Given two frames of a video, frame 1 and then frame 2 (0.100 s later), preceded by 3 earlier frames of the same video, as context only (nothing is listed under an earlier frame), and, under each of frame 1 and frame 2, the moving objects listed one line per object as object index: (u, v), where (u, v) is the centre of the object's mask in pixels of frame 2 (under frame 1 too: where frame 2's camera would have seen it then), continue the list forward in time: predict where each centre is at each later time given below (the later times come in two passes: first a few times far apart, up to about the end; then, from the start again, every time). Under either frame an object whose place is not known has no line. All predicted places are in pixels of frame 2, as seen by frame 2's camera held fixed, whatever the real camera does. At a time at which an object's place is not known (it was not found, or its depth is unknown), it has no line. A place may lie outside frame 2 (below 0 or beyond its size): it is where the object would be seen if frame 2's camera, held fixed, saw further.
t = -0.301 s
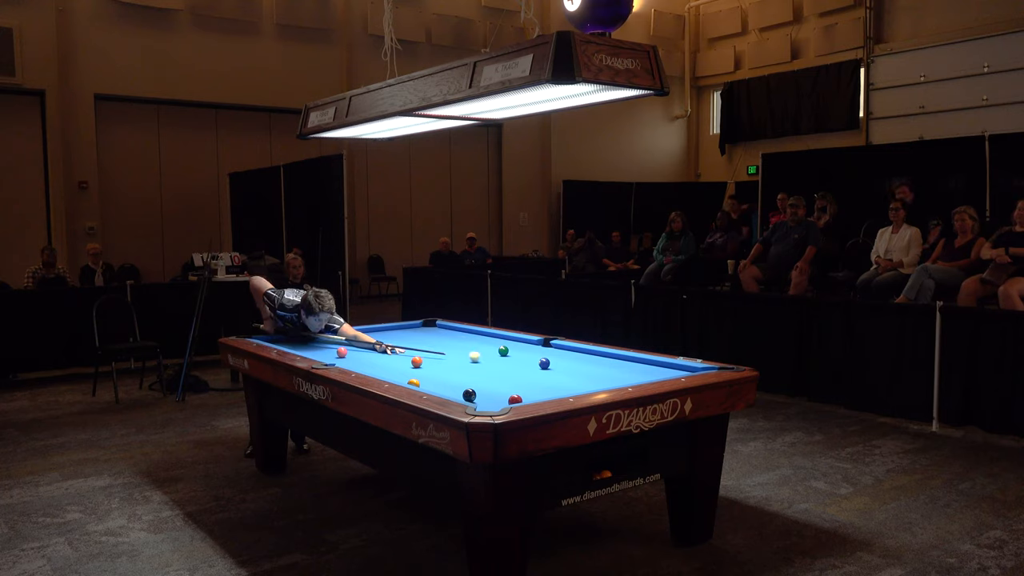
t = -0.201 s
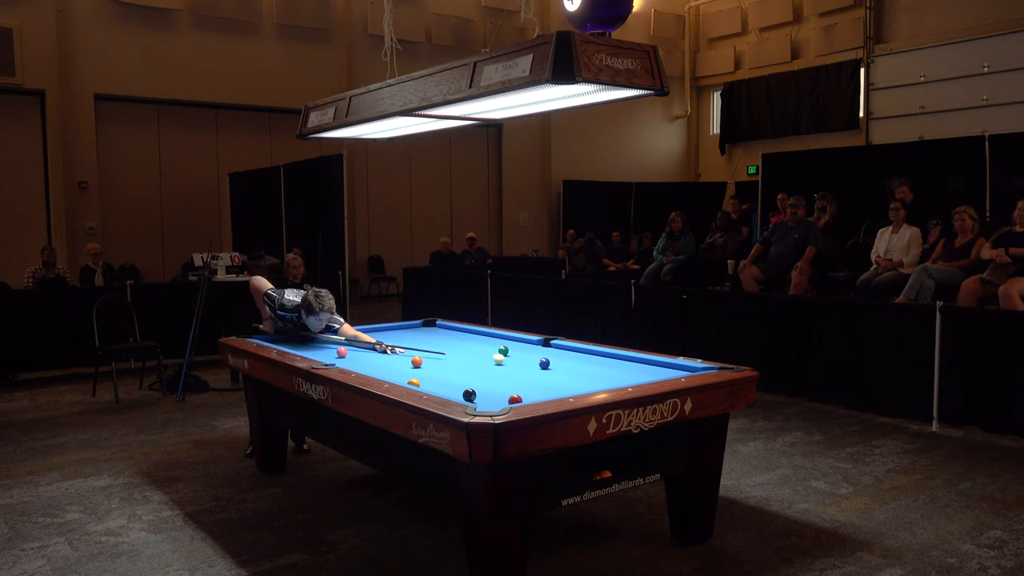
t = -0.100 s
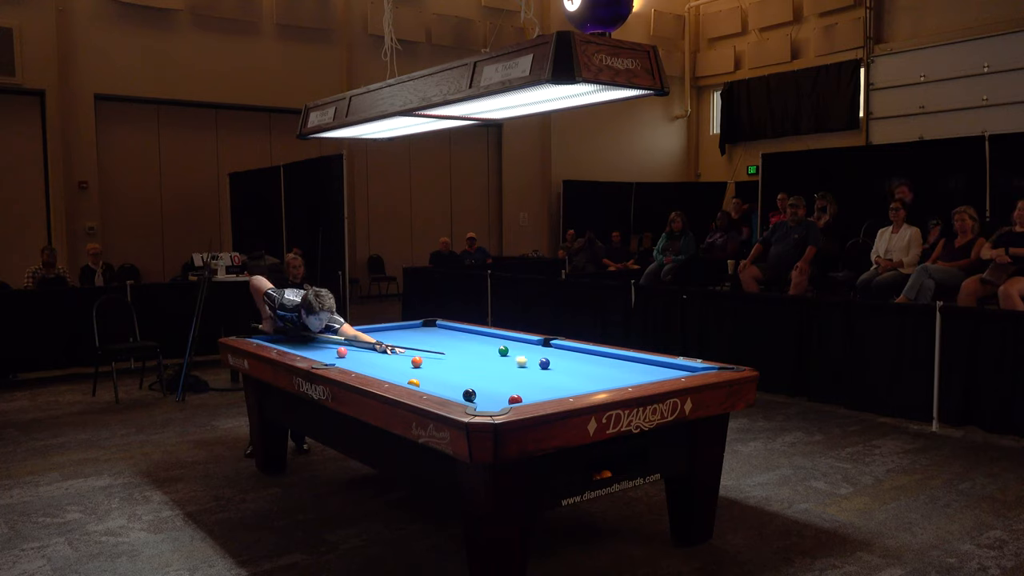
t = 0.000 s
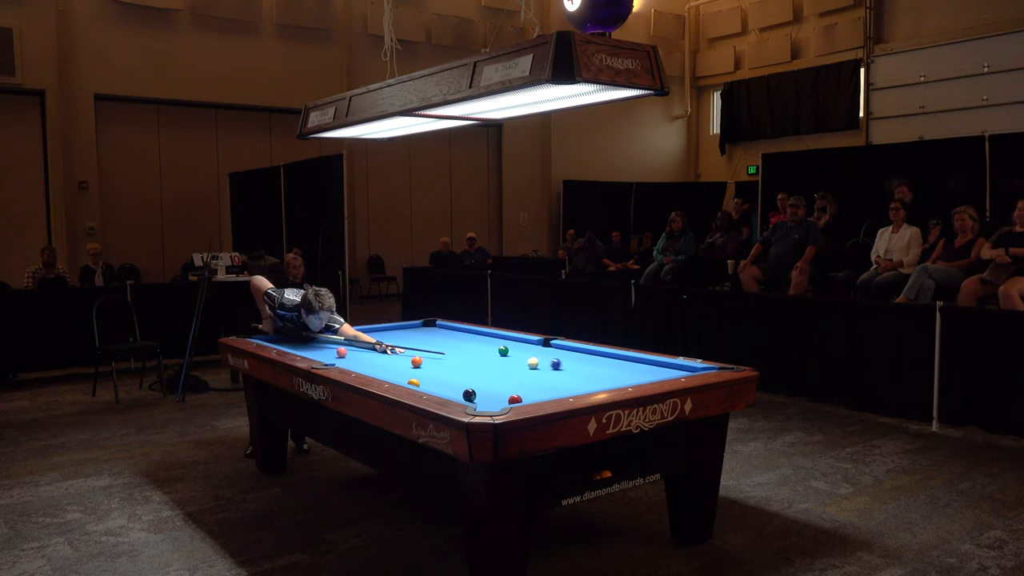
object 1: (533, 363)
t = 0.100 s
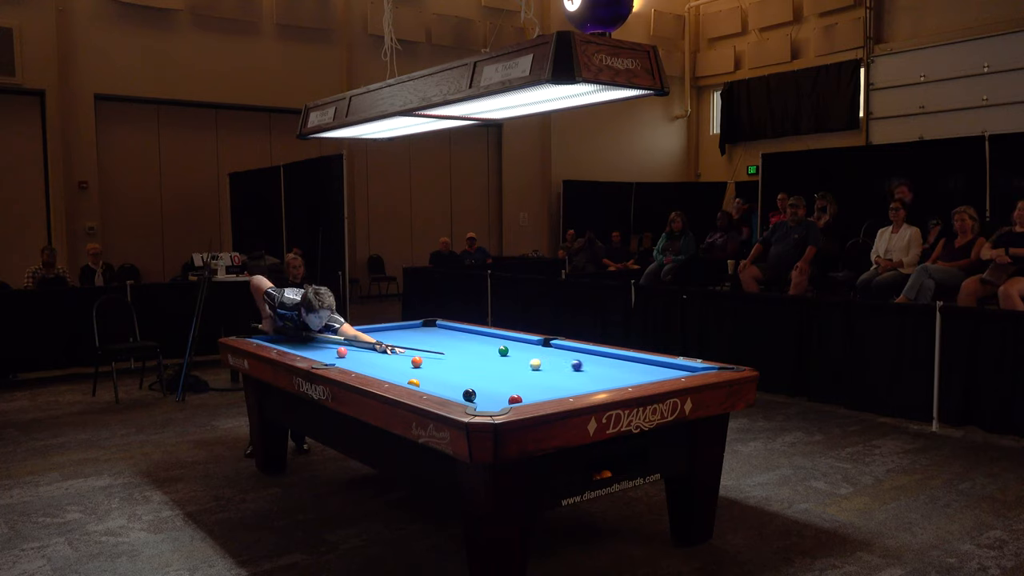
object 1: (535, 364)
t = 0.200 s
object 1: (539, 365)
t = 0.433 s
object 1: (548, 368)
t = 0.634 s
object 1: (556, 370)
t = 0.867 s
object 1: (565, 373)
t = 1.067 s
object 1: (572, 376)
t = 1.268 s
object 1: (580, 378)
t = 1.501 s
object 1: (588, 381)
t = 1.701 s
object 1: (595, 383)
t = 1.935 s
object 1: (602, 384)
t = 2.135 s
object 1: (609, 384)
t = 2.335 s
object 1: (606, 384)
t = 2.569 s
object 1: (600, 384)
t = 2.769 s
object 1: (596, 384)
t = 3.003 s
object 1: (592, 384)
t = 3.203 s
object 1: (588, 384)
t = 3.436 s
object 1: (585, 384)
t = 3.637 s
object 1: (583, 384)
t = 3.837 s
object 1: (582, 384)
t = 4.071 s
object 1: (582, 384)
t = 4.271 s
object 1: (582, 384)
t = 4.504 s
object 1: (582, 384)
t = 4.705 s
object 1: (582, 384)
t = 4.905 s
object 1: (582, 384)
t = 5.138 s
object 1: (582, 384)
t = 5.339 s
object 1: (582, 384)
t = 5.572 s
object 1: (582, 384)
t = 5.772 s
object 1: (582, 384)
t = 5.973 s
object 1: (582, 384)
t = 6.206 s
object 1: (582, 384)
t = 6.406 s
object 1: (582, 384)
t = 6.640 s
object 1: (582, 384)
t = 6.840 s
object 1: (582, 384)
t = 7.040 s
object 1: (582, 384)
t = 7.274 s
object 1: (582, 384)
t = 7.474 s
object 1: (582, 384)
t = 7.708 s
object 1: (582, 384)
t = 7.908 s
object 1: (582, 384)
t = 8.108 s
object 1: (582, 384)
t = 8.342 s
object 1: (582, 384)
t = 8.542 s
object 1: (582, 384)
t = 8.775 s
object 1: (582, 384)
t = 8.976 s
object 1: (582, 384)
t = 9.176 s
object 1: (582, 384)
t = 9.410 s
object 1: (582, 384)
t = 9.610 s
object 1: (582, 384)
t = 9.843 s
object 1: (582, 384)
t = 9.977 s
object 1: (582, 384)
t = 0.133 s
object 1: (536, 365)
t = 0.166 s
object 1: (538, 365)
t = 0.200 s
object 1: (539, 365)
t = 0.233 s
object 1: (540, 366)
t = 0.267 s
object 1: (542, 366)
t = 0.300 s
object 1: (543, 367)
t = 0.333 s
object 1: (544, 367)
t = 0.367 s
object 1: (546, 367)
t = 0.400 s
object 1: (547, 368)
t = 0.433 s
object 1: (548, 368)
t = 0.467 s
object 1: (549, 368)
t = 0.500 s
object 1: (551, 369)
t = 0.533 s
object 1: (552, 369)
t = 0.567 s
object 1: (553, 370)
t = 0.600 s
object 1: (555, 370)
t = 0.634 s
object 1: (556, 370)
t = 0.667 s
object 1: (557, 371)
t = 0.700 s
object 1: (558, 371)
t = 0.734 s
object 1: (560, 372)
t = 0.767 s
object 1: (561, 372)
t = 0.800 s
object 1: (562, 373)
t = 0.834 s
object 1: (563, 373)
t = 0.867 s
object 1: (565, 373)
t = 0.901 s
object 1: (566, 374)
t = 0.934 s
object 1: (567, 374)
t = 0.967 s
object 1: (568, 374)
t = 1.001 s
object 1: (570, 375)
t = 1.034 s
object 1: (571, 375)
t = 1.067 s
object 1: (572, 376)
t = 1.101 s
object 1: (574, 376)
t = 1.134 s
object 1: (575, 376)
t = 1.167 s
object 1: (576, 377)
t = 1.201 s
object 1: (577, 377)
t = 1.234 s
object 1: (578, 378)
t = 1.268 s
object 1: (580, 378)
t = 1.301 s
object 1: (581, 378)
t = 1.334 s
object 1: (582, 379)
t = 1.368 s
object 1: (583, 379)
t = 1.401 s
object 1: (584, 380)
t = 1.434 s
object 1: (585, 380)
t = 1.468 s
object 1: (587, 380)
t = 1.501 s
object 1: (588, 381)
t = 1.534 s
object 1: (589, 381)
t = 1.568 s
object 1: (590, 381)
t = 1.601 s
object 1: (591, 382)
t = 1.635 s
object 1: (592, 382)
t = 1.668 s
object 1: (594, 382)
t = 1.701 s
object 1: (595, 383)
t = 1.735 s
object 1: (596, 383)
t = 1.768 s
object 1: (597, 383)
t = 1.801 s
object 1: (598, 383)
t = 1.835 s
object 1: (599, 384)
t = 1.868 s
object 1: (600, 384)
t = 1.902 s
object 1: (601, 384)
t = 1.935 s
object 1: (602, 384)
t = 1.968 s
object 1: (603, 384)
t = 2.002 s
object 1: (604, 384)
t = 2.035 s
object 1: (605, 384)
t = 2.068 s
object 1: (606, 384)
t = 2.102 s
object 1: (608, 384)
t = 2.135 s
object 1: (609, 384)
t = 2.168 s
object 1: (609, 384)
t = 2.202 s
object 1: (609, 384)
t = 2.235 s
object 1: (608, 385)
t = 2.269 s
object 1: (608, 384)
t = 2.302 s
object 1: (607, 384)
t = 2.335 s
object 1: (606, 384)
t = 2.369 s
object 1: (605, 385)
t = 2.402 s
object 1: (604, 385)
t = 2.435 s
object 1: (603, 384)
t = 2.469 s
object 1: (602, 384)
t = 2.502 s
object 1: (602, 384)
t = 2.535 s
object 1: (601, 384)
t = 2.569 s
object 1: (600, 384)
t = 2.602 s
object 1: (599, 384)
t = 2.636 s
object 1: (598, 384)
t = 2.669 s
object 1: (598, 384)
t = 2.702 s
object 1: (597, 384)
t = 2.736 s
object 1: (596, 384)
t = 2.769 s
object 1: (596, 384)
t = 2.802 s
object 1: (595, 384)
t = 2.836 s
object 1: (595, 384)
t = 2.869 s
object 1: (594, 385)
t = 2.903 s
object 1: (593, 385)
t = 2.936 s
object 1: (592, 384)
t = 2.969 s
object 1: (592, 384)
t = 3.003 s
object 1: (592, 384)
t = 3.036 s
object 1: (591, 385)
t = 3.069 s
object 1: (590, 385)
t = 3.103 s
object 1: (590, 385)
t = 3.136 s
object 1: (589, 385)
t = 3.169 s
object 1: (589, 384)
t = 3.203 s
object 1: (588, 384)
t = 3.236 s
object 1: (588, 384)
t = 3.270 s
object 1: (587, 384)
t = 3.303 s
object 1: (587, 384)
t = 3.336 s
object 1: (587, 384)
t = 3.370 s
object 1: (586, 384)
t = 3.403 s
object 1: (585, 384)
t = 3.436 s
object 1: (585, 384)
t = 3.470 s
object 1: (585, 384)
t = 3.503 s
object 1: (585, 384)
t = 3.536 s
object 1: (584, 384)
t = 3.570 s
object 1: (584, 384)
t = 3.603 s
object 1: (584, 384)
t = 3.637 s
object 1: (583, 384)
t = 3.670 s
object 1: (583, 384)
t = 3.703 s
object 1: (583, 384)
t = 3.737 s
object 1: (583, 384)
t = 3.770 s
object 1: (583, 384)
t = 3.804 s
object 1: (583, 384)
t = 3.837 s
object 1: (582, 384)
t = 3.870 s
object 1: (582, 384)
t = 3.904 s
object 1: (582, 384)
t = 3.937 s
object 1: (582, 384)
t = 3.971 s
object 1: (582, 384)
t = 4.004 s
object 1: (582, 384)
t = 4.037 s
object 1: (582, 384)
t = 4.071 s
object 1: (582, 384)
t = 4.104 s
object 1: (582, 384)
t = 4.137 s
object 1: (582, 384)
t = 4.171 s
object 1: (582, 384)
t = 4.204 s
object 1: (582, 384)
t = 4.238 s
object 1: (582, 384)
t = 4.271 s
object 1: (582, 384)
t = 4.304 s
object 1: (582, 384)
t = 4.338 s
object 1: (582, 384)
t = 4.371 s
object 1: (582, 384)
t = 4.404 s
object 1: (582, 384)
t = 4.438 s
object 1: (582, 384)
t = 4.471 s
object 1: (582, 384)
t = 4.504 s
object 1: (582, 384)
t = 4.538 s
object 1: (582, 384)
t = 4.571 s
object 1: (582, 384)
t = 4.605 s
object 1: (582, 384)
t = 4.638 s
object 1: (582, 384)
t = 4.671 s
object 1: (582, 384)
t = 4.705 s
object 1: (582, 384)
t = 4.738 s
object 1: (582, 384)
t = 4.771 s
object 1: (582, 384)
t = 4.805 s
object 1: (582, 384)
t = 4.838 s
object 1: (582, 384)
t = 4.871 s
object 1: (582, 384)
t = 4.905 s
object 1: (582, 384)
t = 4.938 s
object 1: (582, 384)
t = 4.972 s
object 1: (582, 384)
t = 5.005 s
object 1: (582, 384)
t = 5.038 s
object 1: (582, 384)
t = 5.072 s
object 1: (582, 384)
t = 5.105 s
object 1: (582, 384)
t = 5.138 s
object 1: (582, 384)
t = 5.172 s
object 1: (582, 384)
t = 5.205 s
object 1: (582, 384)
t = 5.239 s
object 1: (582, 384)
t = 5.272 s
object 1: (582, 384)
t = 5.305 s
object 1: (582, 384)
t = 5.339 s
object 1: (582, 384)
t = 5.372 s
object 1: (582, 384)
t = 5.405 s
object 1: (582, 384)
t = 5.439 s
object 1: (582, 384)
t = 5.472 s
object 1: (582, 384)
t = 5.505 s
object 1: (582, 384)
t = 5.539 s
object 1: (582, 384)
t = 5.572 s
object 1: (582, 384)
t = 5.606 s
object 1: (582, 384)
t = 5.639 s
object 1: (582, 384)
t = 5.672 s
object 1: (582, 384)
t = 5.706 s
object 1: (582, 384)
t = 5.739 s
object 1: (582, 384)
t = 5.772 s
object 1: (582, 384)
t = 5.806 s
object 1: (582, 384)
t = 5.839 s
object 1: (582, 384)
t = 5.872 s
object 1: (582, 384)
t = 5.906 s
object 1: (582, 384)
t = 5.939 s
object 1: (582, 384)
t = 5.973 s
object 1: (582, 384)
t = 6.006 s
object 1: (582, 384)
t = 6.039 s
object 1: (582, 384)
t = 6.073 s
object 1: (582, 384)
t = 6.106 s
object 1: (582, 384)
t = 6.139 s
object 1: (582, 384)
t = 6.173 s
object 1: (582, 384)
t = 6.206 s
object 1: (582, 384)
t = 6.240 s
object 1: (582, 384)
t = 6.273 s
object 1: (582, 384)
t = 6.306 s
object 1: (582, 384)
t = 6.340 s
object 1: (582, 384)
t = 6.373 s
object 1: (582, 384)
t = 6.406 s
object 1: (582, 384)
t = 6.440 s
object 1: (582, 384)
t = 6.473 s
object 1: (582, 384)
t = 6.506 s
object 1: (582, 384)
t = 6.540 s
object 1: (582, 384)
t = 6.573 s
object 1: (582, 384)
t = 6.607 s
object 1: (582, 384)
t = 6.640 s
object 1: (582, 384)
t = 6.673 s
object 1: (582, 384)
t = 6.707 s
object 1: (582, 384)
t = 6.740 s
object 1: (582, 384)
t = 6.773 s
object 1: (582, 384)
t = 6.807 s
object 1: (582, 384)
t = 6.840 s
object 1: (582, 384)
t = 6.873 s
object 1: (582, 384)
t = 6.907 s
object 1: (582, 384)
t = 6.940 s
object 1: (582, 384)
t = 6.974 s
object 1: (582, 384)
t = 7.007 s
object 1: (582, 384)
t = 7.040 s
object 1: (582, 384)
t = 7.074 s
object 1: (582, 384)
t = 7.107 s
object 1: (582, 384)
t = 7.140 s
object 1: (582, 384)
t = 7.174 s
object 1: (582, 384)
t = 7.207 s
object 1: (582, 384)
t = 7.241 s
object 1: (582, 384)
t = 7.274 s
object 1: (582, 384)
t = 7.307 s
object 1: (582, 384)
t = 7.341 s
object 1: (582, 384)
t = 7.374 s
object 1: (582, 384)
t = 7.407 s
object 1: (582, 384)
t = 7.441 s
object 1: (582, 384)
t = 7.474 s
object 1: (582, 384)
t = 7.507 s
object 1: (582, 384)
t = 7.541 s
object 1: (582, 384)
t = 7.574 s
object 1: (582, 384)
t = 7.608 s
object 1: (582, 384)
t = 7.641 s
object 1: (582, 384)
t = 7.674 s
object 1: (582, 384)
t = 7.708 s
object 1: (582, 384)
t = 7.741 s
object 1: (582, 384)
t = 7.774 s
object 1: (582, 384)
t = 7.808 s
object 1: (582, 384)
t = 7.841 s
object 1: (582, 384)
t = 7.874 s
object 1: (582, 384)
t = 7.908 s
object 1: (582, 384)
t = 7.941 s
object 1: (582, 384)
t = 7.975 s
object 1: (582, 384)
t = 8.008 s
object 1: (582, 384)
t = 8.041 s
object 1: (582, 384)
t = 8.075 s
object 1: (582, 384)
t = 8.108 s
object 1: (582, 384)
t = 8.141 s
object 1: (582, 384)
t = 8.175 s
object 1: (582, 384)
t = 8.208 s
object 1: (582, 384)
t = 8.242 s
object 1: (582, 384)
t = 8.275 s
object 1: (582, 384)
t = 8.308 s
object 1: (582, 384)
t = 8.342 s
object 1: (582, 384)
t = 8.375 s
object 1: (582, 384)
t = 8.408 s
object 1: (582, 384)
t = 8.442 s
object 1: (582, 384)
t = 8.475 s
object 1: (582, 384)
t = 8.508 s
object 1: (582, 384)
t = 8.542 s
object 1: (582, 384)
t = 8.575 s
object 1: (582, 384)
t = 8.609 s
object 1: (582, 384)
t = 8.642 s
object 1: (582, 384)
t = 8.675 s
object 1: (582, 384)
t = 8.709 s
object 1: (582, 384)
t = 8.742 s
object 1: (582, 384)
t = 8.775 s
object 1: (582, 384)
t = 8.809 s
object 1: (582, 384)
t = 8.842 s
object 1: (582, 384)
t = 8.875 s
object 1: (582, 384)
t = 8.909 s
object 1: (582, 384)
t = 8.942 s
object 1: (582, 384)
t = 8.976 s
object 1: (582, 384)
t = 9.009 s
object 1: (582, 384)
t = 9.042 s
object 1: (582, 384)
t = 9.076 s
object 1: (582, 384)
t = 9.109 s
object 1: (582, 384)
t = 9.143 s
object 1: (582, 384)
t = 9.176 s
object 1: (582, 384)
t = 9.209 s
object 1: (582, 384)
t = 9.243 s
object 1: (582, 384)
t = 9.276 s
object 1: (582, 384)
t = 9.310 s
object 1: (582, 384)
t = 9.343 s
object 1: (582, 384)
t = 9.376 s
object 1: (582, 384)
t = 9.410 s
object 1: (582, 384)
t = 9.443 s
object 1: (582, 384)
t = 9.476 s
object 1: (582, 384)
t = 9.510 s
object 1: (582, 384)
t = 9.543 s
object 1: (582, 384)
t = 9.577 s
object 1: (582, 384)
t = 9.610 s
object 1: (582, 384)
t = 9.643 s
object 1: (582, 384)
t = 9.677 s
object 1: (582, 384)
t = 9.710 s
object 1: (582, 384)
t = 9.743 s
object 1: (582, 384)
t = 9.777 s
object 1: (582, 384)
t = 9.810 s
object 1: (582, 384)
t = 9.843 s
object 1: (582, 384)
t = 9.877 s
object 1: (582, 384)
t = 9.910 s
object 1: (582, 384)
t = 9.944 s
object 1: (582, 384)
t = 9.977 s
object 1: (582, 384)
